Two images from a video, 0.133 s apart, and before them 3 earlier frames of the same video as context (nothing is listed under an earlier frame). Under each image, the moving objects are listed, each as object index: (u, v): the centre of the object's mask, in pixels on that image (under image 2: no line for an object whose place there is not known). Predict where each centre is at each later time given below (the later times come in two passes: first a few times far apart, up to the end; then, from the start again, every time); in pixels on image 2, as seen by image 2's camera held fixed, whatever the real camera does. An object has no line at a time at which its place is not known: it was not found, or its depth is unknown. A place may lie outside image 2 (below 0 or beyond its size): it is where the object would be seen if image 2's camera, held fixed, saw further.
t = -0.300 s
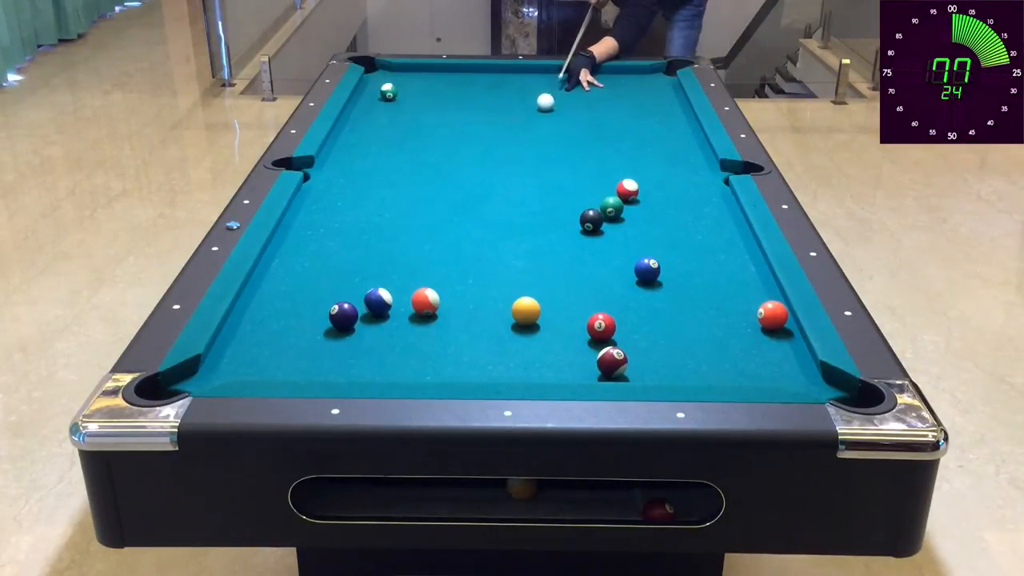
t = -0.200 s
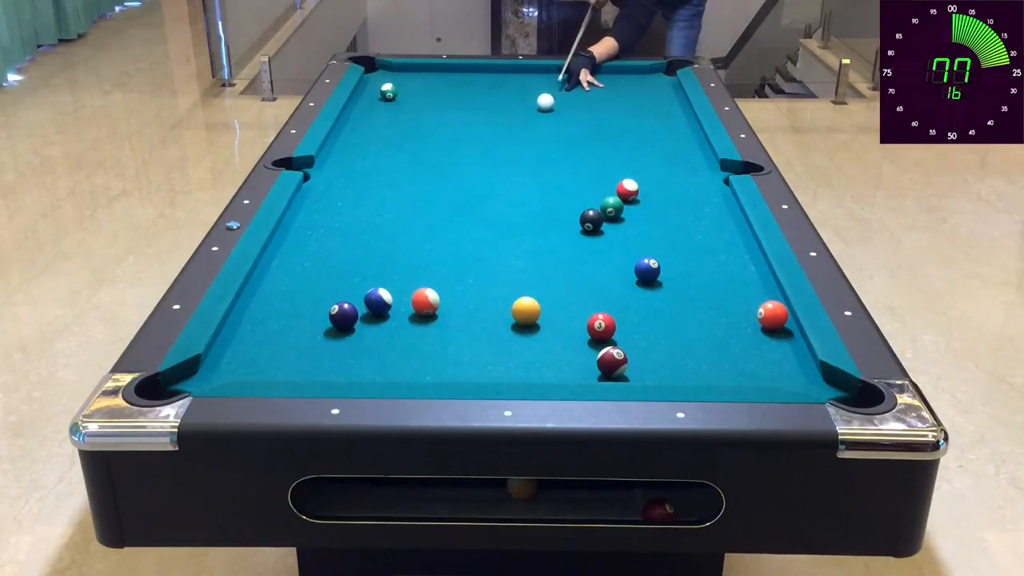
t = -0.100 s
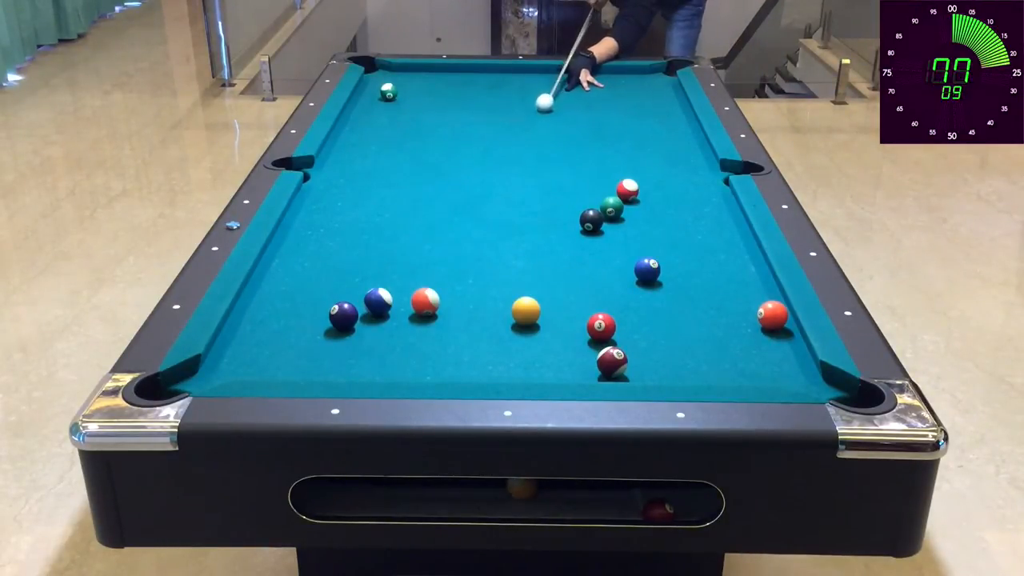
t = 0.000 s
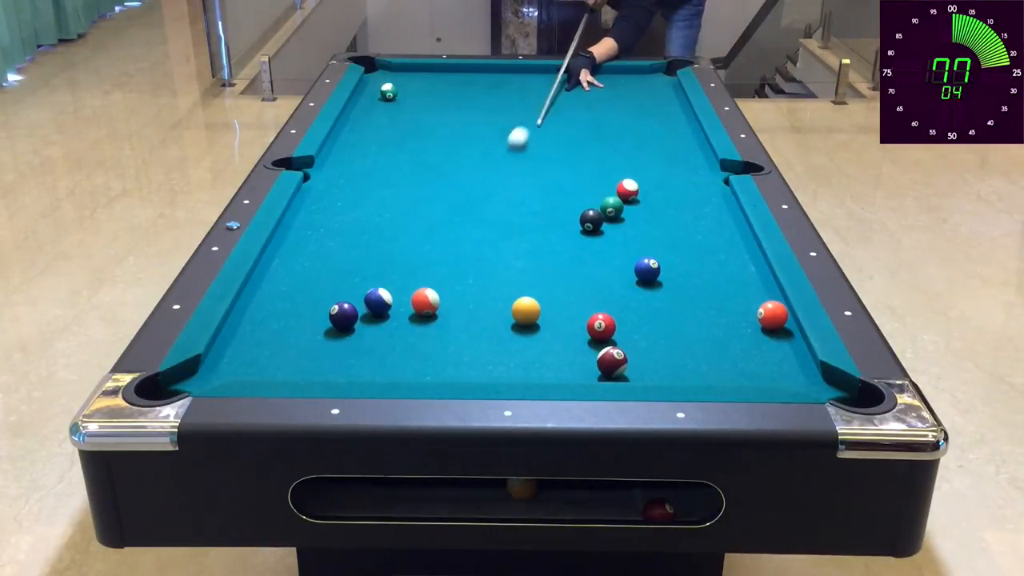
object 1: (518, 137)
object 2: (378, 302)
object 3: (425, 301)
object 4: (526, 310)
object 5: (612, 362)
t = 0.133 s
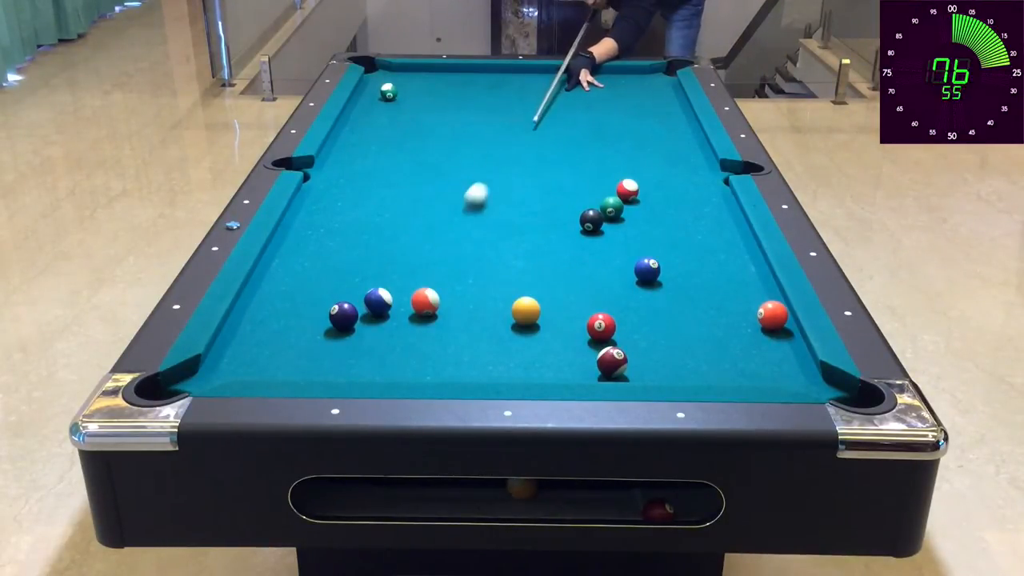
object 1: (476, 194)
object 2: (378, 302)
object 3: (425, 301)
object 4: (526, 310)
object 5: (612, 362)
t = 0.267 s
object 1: (427, 263)
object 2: (378, 302)
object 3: (425, 301)
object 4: (526, 310)
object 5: (612, 362)
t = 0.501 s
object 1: (416, 323)
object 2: (341, 300)
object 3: (491, 334)
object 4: (526, 310)
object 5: (612, 362)
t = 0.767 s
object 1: (431, 369)
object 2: (309, 293)
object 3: (584, 372)
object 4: (526, 310)
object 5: (612, 362)
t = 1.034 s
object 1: (466, 339)
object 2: (281, 286)
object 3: (603, 368)
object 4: (526, 310)
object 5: (641, 349)
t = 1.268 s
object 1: (493, 314)
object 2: (260, 282)
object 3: (614, 367)
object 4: (526, 310)
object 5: (666, 337)
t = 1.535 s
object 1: (502, 292)
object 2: (270, 279)
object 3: (622, 366)
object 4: (538, 310)
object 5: (689, 327)
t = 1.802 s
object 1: (509, 274)
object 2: (279, 278)
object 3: (624, 366)
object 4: (548, 309)
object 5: (709, 318)
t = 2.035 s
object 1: (514, 260)
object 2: (284, 276)
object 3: (623, 366)
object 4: (552, 309)
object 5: (723, 313)
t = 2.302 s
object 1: (518, 247)
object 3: (624, 366)
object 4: (554, 309)
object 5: (734, 308)
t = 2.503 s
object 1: (521, 239)
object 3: (624, 366)
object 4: (553, 310)
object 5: (740, 304)
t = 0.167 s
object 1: (465, 210)
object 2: (378, 302)
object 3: (425, 301)
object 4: (526, 310)
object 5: (612, 362)
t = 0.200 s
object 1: (453, 227)
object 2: (378, 302)
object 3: (425, 301)
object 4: (526, 310)
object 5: (612, 362)
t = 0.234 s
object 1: (440, 245)
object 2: (378, 302)
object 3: (425, 301)
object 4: (526, 310)
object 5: (612, 362)
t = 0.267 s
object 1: (427, 263)
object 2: (378, 302)
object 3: (425, 301)
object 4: (526, 310)
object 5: (612, 362)
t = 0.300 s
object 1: (412, 281)
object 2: (378, 302)
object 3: (425, 301)
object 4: (526, 310)
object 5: (612, 362)
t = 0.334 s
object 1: (404, 295)
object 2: (368, 303)
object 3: (433, 304)
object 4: (526, 310)
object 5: (612, 362)
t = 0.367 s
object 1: (408, 300)
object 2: (360, 303)
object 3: (446, 311)
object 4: (526, 310)
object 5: (612, 362)
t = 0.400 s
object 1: (411, 305)
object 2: (354, 302)
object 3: (458, 317)
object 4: (526, 310)
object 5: (612, 362)
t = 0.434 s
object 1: (414, 310)
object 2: (350, 301)
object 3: (469, 323)
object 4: (526, 310)
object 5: (612, 362)
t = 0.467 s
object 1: (415, 316)
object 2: (346, 301)
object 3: (480, 328)
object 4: (526, 310)
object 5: (612, 362)
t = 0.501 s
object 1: (416, 323)
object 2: (341, 300)
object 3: (491, 334)
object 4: (526, 310)
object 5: (612, 362)
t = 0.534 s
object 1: (418, 331)
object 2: (337, 299)
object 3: (502, 339)
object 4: (526, 310)
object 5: (612, 362)
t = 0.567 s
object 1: (419, 337)
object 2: (333, 298)
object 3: (514, 344)
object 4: (526, 310)
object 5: (612, 362)
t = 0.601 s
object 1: (420, 345)
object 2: (329, 296)
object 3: (525, 350)
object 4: (526, 310)
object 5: (612, 362)
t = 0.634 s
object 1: (422, 352)
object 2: (325, 295)
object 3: (537, 356)
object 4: (526, 310)
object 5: (612, 362)
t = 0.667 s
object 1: (423, 359)
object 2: (321, 295)
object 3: (548, 361)
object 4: (526, 310)
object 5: (612, 362)
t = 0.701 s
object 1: (425, 366)
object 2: (317, 294)
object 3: (560, 366)
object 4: (526, 310)
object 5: (612, 362)
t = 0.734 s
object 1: (426, 371)
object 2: (313, 293)
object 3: (572, 370)
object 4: (526, 310)
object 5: (612, 362)
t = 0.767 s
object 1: (431, 369)
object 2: (309, 293)
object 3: (584, 372)
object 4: (526, 310)
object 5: (612, 362)
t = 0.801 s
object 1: (436, 366)
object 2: (306, 293)
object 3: (590, 371)
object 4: (526, 310)
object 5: (614, 360)
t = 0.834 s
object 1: (441, 363)
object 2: (302, 291)
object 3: (593, 370)
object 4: (526, 310)
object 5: (617, 359)
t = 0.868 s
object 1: (445, 358)
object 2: (298, 290)
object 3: (595, 370)
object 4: (526, 310)
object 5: (621, 358)
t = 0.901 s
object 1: (450, 354)
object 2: (295, 289)
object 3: (597, 369)
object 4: (526, 310)
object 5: (624, 356)
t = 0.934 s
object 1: (454, 350)
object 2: (292, 288)
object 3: (598, 369)
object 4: (526, 310)
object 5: (629, 354)
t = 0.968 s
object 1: (458, 346)
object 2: (288, 287)
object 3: (600, 369)
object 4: (526, 310)
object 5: (633, 352)
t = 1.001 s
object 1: (462, 342)
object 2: (284, 286)
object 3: (601, 368)
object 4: (526, 310)
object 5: (637, 350)
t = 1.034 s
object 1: (466, 339)
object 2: (281, 286)
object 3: (603, 368)
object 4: (526, 310)
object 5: (641, 349)
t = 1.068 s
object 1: (470, 335)
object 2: (278, 285)
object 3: (605, 368)
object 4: (526, 310)
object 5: (645, 347)
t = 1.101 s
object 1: (474, 331)
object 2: (275, 285)
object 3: (607, 368)
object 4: (526, 310)
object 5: (648, 344)
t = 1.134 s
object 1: (478, 328)
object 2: (272, 285)
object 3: (608, 368)
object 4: (526, 310)
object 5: (652, 343)
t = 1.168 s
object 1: (482, 324)
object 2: (269, 284)
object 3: (610, 368)
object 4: (526, 310)
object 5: (655, 342)
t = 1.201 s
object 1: (486, 321)
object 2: (266, 283)
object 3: (611, 367)
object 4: (526, 310)
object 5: (659, 340)
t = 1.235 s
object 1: (489, 317)
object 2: (263, 283)
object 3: (612, 367)
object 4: (526, 310)
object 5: (662, 338)
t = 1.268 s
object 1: (493, 314)
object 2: (260, 282)
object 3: (614, 367)
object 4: (526, 310)
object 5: (666, 337)
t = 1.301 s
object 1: (496, 311)
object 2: (258, 282)
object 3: (615, 367)
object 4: (526, 310)
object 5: (669, 336)
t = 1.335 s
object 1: (497, 308)
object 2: (259, 281)
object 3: (616, 367)
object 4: (528, 310)
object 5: (672, 335)
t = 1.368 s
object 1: (498, 305)
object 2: (261, 280)
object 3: (617, 367)
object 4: (530, 310)
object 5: (674, 333)
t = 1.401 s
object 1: (499, 302)
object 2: (263, 280)
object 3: (618, 367)
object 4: (531, 310)
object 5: (678, 332)
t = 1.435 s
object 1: (500, 300)
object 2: (265, 280)
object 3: (619, 367)
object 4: (533, 310)
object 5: (681, 330)
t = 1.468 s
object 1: (501, 297)
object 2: (267, 280)
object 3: (620, 366)
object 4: (535, 310)
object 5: (684, 329)
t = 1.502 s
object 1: (501, 294)
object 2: (269, 279)
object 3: (621, 366)
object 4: (536, 310)
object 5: (686, 328)
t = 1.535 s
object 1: (502, 292)
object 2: (270, 279)
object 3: (622, 366)
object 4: (538, 310)
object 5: (689, 327)
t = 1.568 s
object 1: (503, 289)
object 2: (272, 279)
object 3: (622, 366)
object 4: (540, 310)
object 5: (692, 325)
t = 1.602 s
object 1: (504, 287)
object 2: (273, 279)
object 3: (623, 366)
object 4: (541, 310)
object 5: (695, 324)
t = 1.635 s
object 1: (505, 284)
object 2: (274, 279)
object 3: (623, 366)
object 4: (542, 309)
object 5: (697, 323)
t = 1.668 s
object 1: (506, 282)
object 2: (275, 279)
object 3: (623, 366)
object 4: (543, 309)
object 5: (700, 322)
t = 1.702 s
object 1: (506, 280)
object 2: (276, 279)
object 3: (624, 366)
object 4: (545, 309)
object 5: (702, 321)
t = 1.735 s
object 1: (507, 278)
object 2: (277, 278)
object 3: (624, 366)
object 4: (546, 309)
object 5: (705, 320)
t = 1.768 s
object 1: (508, 276)
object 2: (278, 278)
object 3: (624, 366)
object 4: (547, 309)
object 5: (707, 319)
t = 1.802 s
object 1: (509, 274)
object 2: (279, 278)
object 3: (624, 366)
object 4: (548, 309)
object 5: (709, 318)
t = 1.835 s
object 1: (509, 272)
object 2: (280, 278)
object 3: (624, 366)
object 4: (549, 309)
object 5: (711, 317)
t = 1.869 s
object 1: (510, 269)
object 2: (280, 277)
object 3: (624, 366)
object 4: (549, 309)
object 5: (713, 316)
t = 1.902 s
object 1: (511, 268)
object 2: (281, 277)
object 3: (624, 366)
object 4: (550, 309)
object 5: (716, 315)
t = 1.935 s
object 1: (511, 266)
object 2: (282, 277)
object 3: (624, 366)
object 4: (551, 309)
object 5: (717, 315)
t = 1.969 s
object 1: (512, 264)
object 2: (283, 277)
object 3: (624, 366)
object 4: (551, 309)
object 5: (719, 314)
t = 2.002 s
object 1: (513, 262)
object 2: (283, 277)
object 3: (624, 366)
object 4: (552, 309)
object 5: (721, 313)
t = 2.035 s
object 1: (514, 260)
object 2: (284, 276)
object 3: (623, 366)
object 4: (552, 309)
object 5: (723, 313)
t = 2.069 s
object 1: (514, 258)
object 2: (284, 276)
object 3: (624, 366)
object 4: (553, 309)
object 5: (724, 312)
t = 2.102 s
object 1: (515, 257)
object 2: (284, 276)
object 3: (624, 366)
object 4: (553, 309)
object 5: (726, 311)
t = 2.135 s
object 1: (515, 255)
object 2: (285, 276)
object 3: (624, 366)
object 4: (553, 309)
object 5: (728, 311)
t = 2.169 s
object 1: (516, 253)
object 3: (624, 366)
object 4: (554, 309)
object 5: (729, 310)
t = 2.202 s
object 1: (517, 252)
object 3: (624, 366)
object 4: (554, 309)
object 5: (730, 310)
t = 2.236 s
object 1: (517, 250)
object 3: (624, 366)
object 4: (554, 309)
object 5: (732, 309)
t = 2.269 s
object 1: (518, 249)
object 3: (624, 366)
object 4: (554, 309)
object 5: (733, 309)
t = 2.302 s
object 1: (518, 247)
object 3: (624, 366)
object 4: (554, 309)
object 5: (734, 308)
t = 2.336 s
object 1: (519, 246)
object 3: (624, 366)
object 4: (554, 309)
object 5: (735, 307)
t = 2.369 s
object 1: (519, 244)
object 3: (624, 366)
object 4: (554, 309)
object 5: (736, 307)
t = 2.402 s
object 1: (520, 243)
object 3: (624, 366)
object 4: (553, 310)
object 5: (737, 306)
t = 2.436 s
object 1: (520, 242)
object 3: (624, 366)
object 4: (553, 310)
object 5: (738, 305)
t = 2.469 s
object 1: (521, 240)
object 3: (624, 366)
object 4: (553, 310)
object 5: (739, 305)
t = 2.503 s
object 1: (521, 239)
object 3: (624, 366)
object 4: (553, 310)
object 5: (740, 304)
